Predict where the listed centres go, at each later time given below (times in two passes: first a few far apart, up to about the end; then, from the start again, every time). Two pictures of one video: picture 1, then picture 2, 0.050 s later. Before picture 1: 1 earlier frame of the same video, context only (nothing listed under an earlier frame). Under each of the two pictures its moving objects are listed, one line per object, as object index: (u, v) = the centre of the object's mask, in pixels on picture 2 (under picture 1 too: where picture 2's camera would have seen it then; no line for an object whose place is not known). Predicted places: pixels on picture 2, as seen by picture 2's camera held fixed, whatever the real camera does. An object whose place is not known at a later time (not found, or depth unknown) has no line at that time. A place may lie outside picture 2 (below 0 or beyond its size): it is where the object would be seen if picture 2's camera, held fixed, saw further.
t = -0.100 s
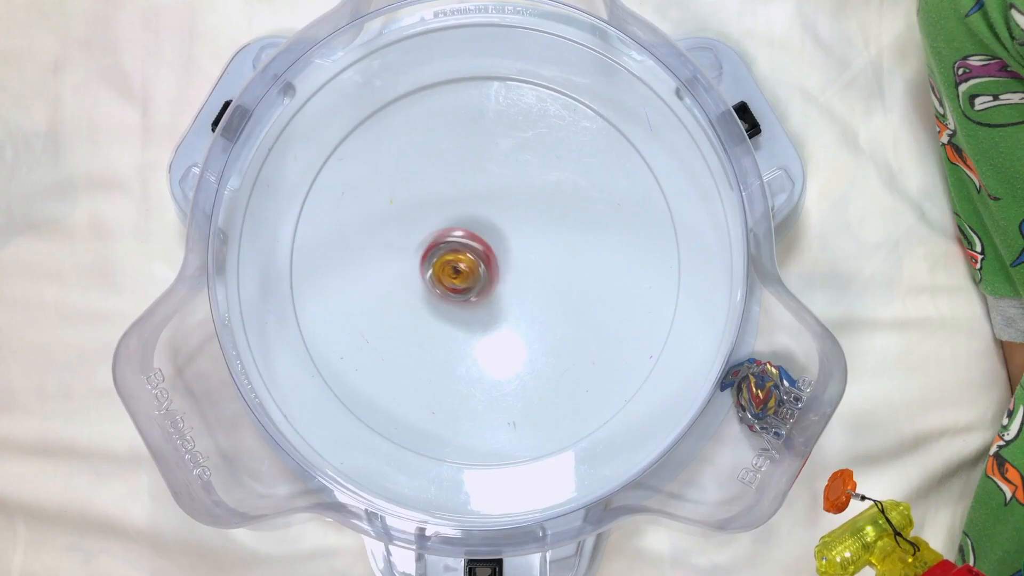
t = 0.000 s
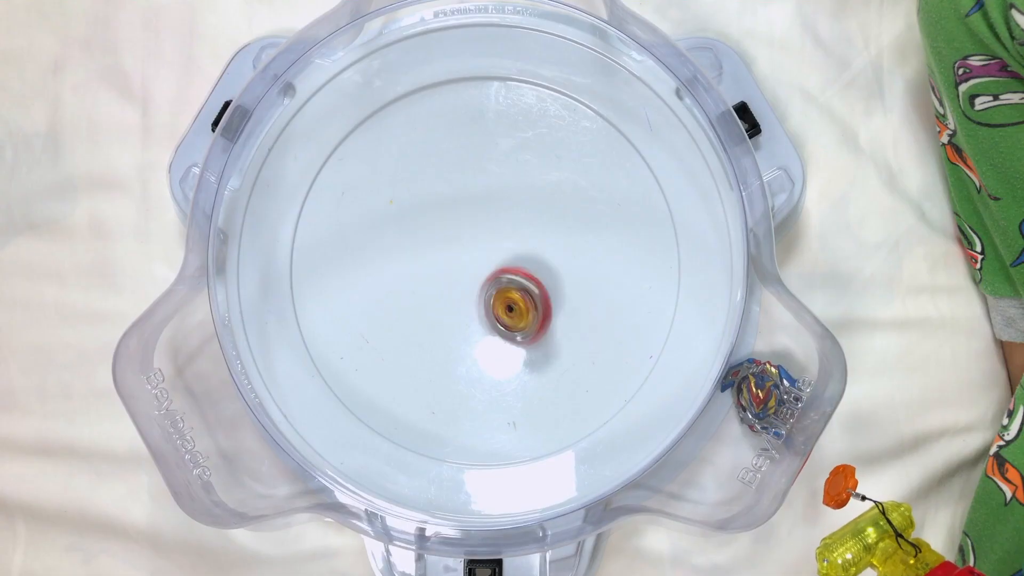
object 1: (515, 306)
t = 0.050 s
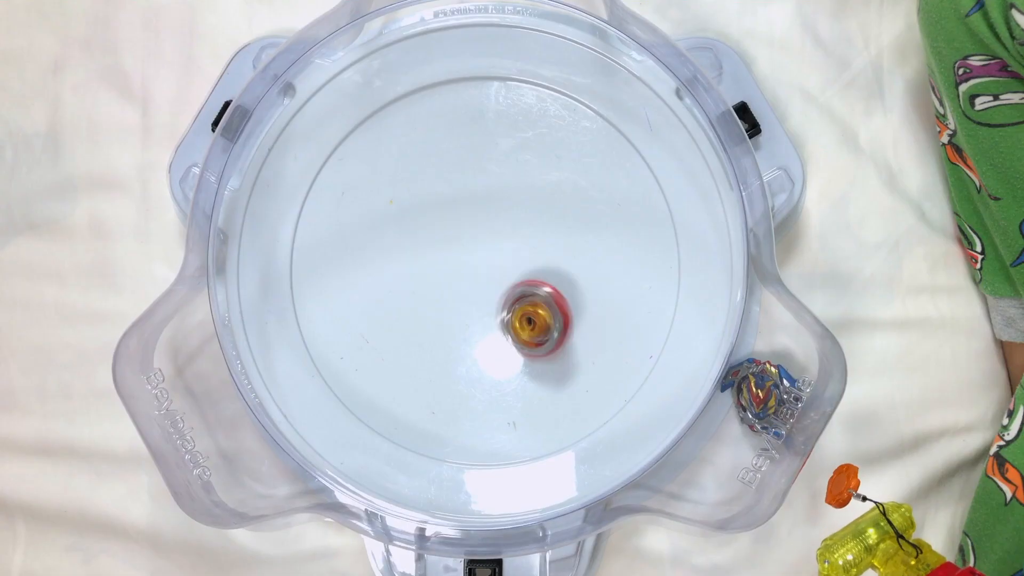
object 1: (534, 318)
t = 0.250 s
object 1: (557, 345)
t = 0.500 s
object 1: (514, 343)
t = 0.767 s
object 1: (473, 292)
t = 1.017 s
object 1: (475, 249)
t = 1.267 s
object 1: (498, 245)
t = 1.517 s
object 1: (504, 268)
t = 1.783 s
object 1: (484, 278)
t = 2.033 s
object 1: (468, 270)
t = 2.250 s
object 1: (474, 264)
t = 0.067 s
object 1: (540, 324)
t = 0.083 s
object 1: (544, 327)
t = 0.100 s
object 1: (548, 330)
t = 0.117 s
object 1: (551, 332)
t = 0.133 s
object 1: (554, 334)
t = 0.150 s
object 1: (555, 336)
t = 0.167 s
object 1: (556, 337)
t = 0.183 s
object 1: (556, 340)
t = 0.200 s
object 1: (557, 341)
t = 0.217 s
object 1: (557, 344)
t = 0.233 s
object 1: (557, 344)
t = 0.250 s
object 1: (557, 345)
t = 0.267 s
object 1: (554, 346)
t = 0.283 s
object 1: (554, 347)
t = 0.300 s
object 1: (551, 349)
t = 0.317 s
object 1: (550, 348)
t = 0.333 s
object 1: (548, 350)
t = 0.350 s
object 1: (544, 349)
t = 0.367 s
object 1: (542, 349)
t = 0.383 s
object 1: (538, 350)
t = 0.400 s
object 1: (536, 349)
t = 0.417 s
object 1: (532, 350)
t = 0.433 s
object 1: (528, 349)
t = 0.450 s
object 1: (525, 347)
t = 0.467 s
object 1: (520, 347)
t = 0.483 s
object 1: (518, 346)
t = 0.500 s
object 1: (514, 343)
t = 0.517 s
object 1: (510, 341)
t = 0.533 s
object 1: (509, 338)
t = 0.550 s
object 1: (504, 335)
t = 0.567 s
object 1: (501, 333)
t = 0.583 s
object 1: (498, 331)
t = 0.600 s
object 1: (494, 328)
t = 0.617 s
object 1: (493, 326)
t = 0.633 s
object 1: (489, 321)
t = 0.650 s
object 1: (487, 318)
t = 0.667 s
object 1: (484, 316)
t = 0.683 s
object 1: (482, 312)
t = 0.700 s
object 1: (481, 309)
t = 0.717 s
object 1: (479, 304)
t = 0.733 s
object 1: (477, 301)
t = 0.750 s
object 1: (475, 297)
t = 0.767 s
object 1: (473, 292)
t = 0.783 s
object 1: (473, 289)
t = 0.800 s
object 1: (473, 284)
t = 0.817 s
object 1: (472, 284)
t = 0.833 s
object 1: (470, 279)
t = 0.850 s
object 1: (470, 275)
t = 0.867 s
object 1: (470, 273)
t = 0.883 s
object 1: (470, 269)
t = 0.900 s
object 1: (471, 266)
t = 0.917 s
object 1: (470, 262)
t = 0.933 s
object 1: (471, 260)
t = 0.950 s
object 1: (471, 259)
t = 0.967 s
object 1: (473, 255)
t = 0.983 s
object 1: (474, 253)
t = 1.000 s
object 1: (473, 251)
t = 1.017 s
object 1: (475, 249)
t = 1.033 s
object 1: (476, 248)
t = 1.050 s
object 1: (478, 246)
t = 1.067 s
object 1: (480, 245)
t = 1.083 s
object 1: (481, 244)
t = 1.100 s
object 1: (483, 243)
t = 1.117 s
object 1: (485, 244)
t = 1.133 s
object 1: (486, 242)
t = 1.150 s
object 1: (489, 242)
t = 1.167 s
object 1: (490, 243)
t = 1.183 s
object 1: (492, 242)
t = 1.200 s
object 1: (493, 243)
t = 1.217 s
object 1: (494, 244)
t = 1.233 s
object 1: (496, 244)
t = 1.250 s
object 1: (498, 245)
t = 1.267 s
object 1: (498, 245)
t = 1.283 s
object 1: (501, 247)
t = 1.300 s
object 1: (501, 248)
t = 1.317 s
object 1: (502, 248)
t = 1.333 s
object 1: (503, 251)
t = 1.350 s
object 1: (504, 251)
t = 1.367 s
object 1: (505, 253)
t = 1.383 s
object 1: (505, 255)
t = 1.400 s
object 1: (505, 256)
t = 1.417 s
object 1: (506, 258)
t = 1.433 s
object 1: (506, 260)
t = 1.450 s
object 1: (506, 260)
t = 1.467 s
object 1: (506, 264)
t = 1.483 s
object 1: (505, 265)
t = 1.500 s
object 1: (505, 265)
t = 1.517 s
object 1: (504, 268)
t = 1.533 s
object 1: (503, 269)
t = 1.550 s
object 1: (503, 271)
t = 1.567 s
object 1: (501, 273)
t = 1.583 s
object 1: (500, 274)
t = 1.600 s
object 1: (499, 276)
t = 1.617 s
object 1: (498, 276)
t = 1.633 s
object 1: (497, 277)
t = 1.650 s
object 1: (494, 278)
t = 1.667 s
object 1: (493, 278)
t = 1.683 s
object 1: (492, 277)
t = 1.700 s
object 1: (490, 278)
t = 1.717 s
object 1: (488, 278)
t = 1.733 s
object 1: (488, 278)
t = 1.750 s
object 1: (485, 278)
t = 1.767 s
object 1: (484, 278)
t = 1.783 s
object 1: (484, 278)
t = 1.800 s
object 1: (481, 277)
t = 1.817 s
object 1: (480, 277)
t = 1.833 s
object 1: (479, 278)
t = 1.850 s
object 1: (477, 276)
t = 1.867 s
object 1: (476, 276)
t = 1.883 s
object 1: (474, 276)
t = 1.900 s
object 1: (474, 274)
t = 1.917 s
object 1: (473, 275)
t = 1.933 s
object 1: (471, 274)
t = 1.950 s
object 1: (472, 273)
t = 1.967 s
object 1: (471, 275)
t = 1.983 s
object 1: (470, 271)
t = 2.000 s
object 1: (470, 271)
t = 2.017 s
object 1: (470, 272)
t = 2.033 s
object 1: (468, 270)
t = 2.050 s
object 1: (469, 270)
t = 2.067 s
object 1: (470, 270)
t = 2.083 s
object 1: (468, 269)
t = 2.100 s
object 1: (469, 267)
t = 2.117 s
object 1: (470, 268)
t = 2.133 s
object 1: (469, 267)
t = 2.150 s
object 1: (470, 266)
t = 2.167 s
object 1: (471, 267)
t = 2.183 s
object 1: (470, 265)
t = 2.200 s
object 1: (472, 265)
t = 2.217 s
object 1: (472, 266)
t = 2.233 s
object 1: (472, 264)
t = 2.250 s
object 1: (474, 264)
